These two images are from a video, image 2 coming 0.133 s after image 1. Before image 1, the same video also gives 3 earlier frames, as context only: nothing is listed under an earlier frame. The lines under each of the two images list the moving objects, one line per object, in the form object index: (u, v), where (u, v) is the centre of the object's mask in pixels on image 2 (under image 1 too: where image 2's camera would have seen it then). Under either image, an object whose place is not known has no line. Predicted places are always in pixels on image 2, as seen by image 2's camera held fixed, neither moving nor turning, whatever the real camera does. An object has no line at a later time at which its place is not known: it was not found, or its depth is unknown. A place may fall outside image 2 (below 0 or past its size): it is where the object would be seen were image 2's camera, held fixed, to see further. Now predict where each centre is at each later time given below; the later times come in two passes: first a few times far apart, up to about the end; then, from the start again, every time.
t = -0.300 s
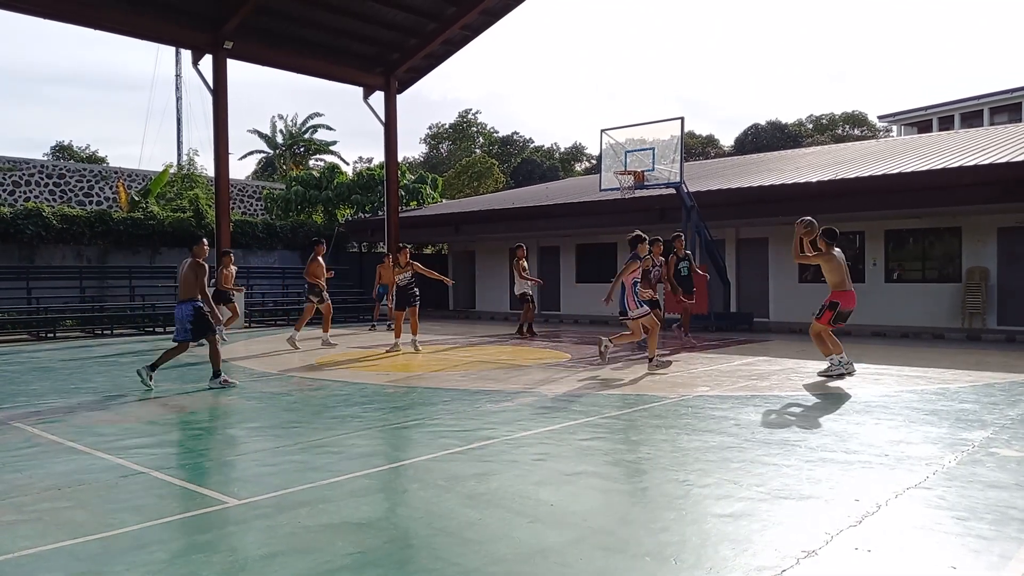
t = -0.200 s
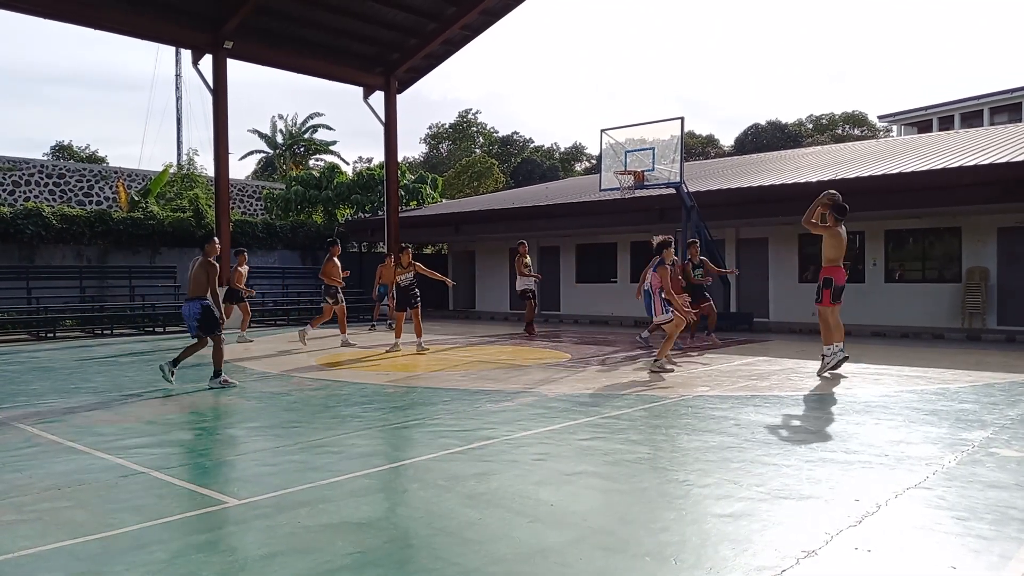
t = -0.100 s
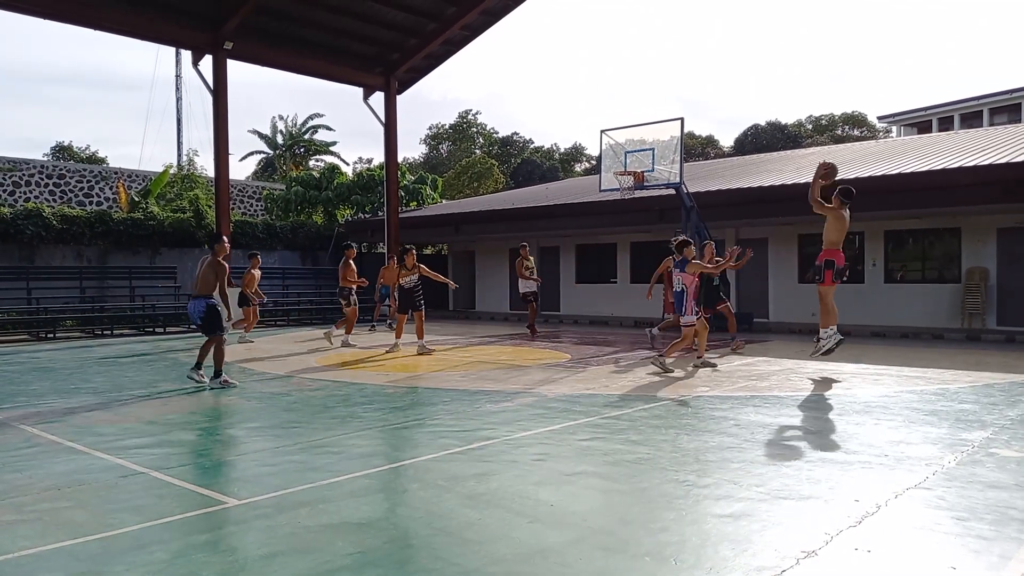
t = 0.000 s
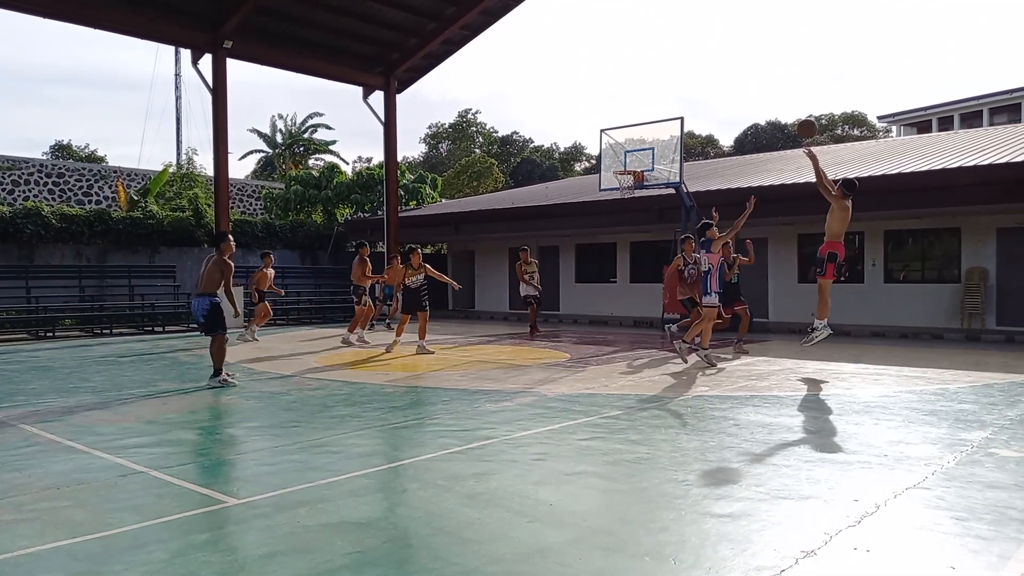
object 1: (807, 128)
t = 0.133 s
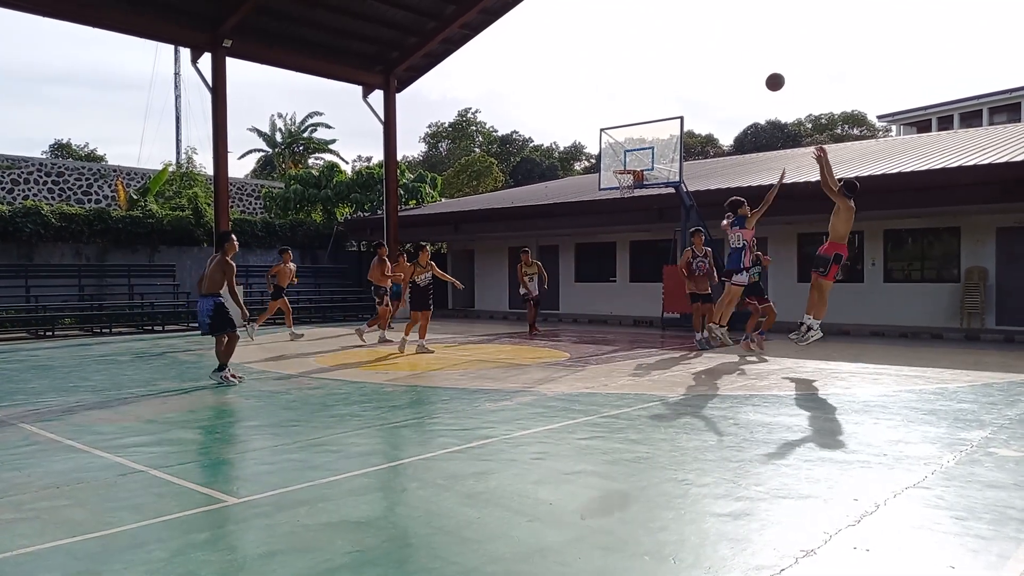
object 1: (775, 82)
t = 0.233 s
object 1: (754, 60)
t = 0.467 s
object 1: (711, 41)
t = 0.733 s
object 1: (672, 64)
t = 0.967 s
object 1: (643, 113)
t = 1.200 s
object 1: (624, 161)
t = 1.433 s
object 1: (625, 130)
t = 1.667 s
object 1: (627, 127)
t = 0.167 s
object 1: (768, 73)
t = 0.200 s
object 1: (761, 66)
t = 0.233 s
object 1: (754, 60)
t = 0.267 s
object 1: (747, 54)
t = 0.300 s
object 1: (741, 50)
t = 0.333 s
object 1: (734, 47)
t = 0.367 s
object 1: (728, 44)
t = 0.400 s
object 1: (722, 43)
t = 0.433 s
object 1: (717, 42)
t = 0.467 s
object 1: (711, 41)
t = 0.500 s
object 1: (706, 42)
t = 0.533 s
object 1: (701, 43)
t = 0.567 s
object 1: (695, 45)
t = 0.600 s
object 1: (690, 48)
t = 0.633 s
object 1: (686, 51)
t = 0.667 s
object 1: (681, 55)
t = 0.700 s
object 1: (676, 59)
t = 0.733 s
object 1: (672, 64)
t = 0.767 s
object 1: (667, 70)
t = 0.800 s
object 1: (663, 76)
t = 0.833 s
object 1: (659, 82)
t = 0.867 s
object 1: (655, 89)
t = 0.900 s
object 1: (651, 97)
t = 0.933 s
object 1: (647, 104)
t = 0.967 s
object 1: (643, 113)
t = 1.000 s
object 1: (640, 121)
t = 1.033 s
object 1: (636, 130)
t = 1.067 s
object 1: (633, 140)
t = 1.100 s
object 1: (629, 150)
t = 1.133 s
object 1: (626, 161)
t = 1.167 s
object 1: (623, 167)
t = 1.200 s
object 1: (624, 161)
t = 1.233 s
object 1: (624, 155)
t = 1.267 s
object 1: (624, 149)
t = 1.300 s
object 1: (624, 144)
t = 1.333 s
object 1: (625, 140)
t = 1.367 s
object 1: (625, 136)
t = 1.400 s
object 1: (625, 133)
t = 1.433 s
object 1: (625, 130)
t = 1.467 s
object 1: (626, 128)
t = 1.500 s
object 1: (626, 126)
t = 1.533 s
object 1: (626, 125)
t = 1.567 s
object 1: (627, 124)
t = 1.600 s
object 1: (627, 125)
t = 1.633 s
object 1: (627, 126)
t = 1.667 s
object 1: (627, 127)
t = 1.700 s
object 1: (628, 129)
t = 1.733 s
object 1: (628, 132)
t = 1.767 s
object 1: (628, 136)
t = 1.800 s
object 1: (629, 140)
